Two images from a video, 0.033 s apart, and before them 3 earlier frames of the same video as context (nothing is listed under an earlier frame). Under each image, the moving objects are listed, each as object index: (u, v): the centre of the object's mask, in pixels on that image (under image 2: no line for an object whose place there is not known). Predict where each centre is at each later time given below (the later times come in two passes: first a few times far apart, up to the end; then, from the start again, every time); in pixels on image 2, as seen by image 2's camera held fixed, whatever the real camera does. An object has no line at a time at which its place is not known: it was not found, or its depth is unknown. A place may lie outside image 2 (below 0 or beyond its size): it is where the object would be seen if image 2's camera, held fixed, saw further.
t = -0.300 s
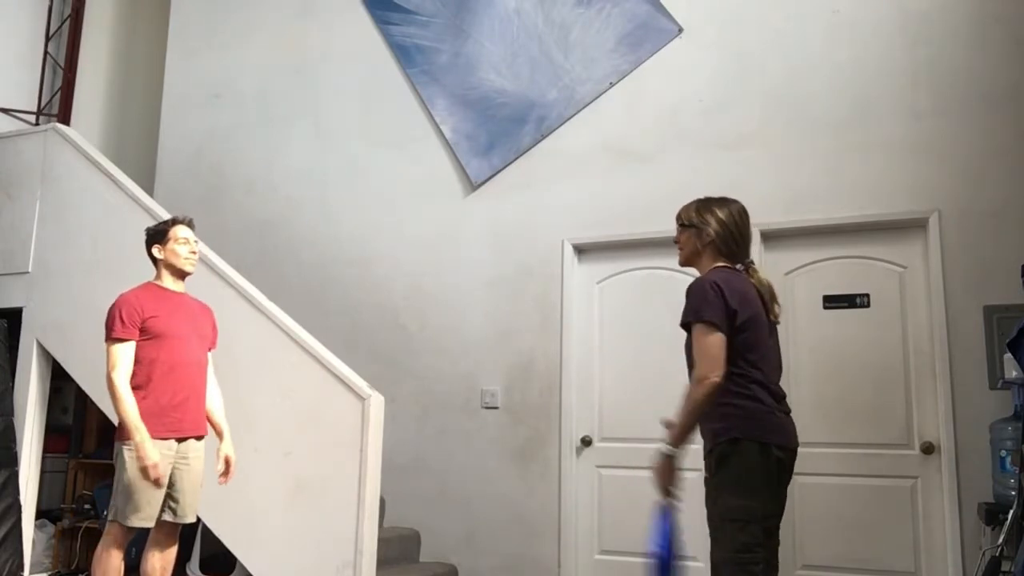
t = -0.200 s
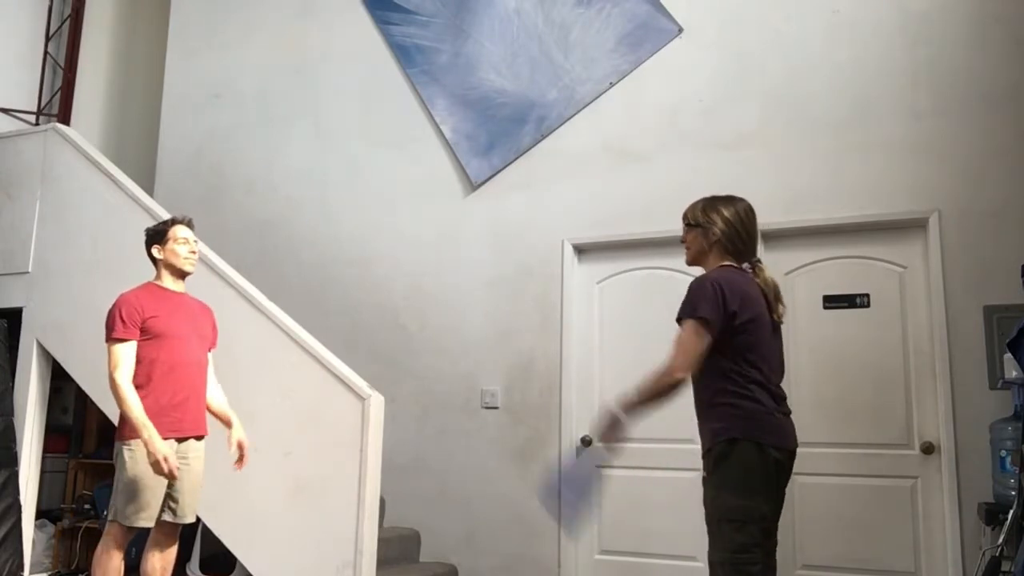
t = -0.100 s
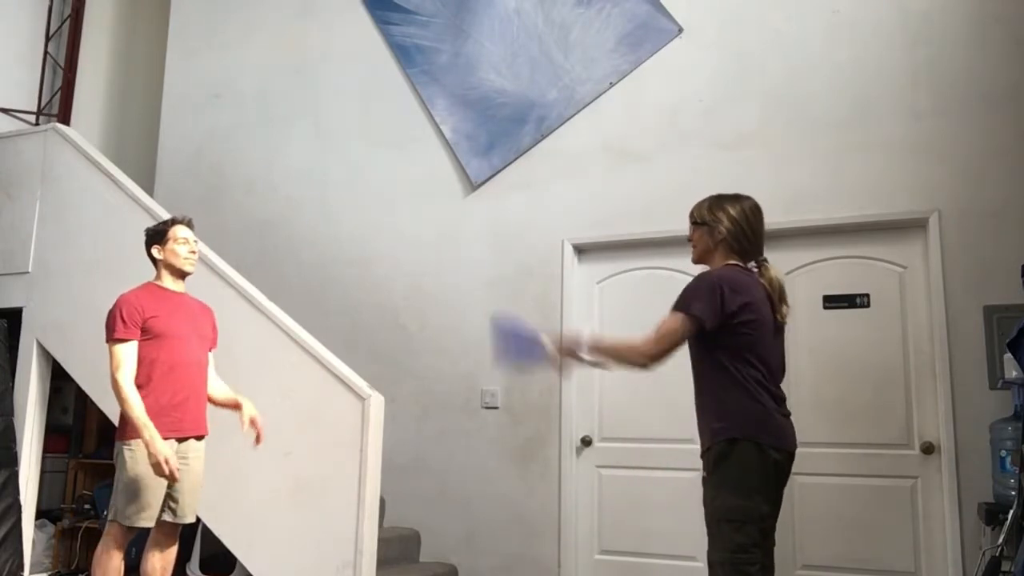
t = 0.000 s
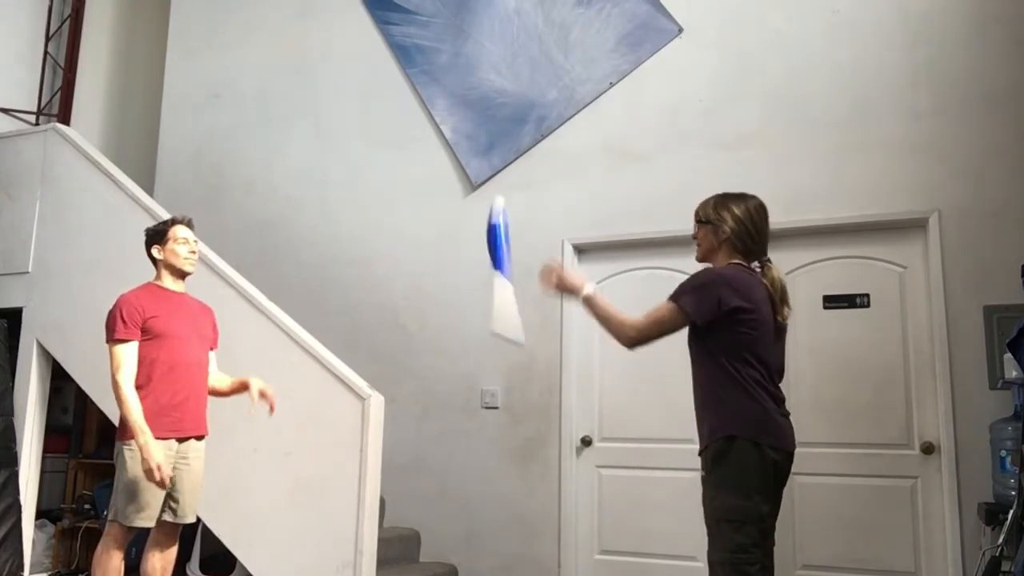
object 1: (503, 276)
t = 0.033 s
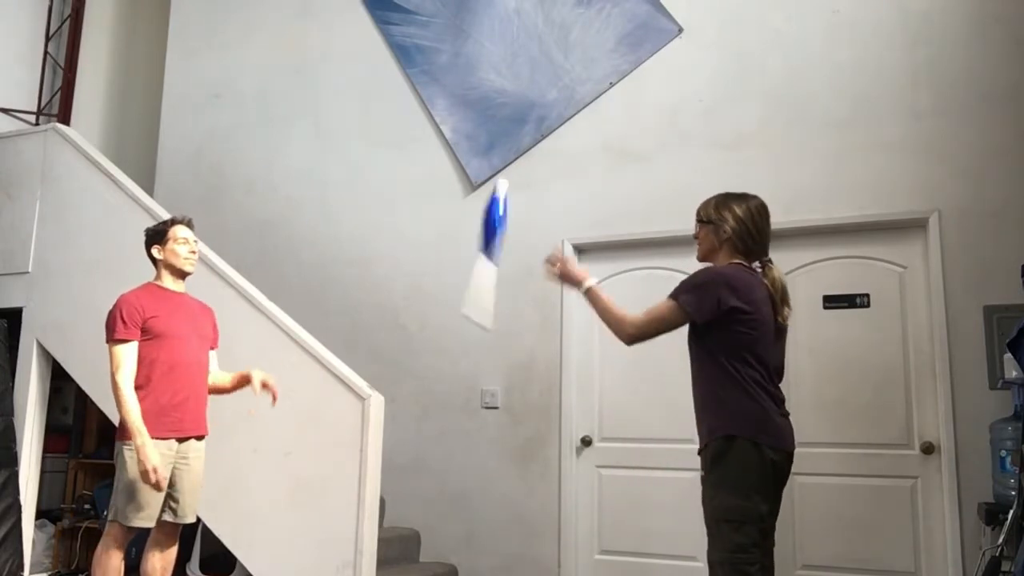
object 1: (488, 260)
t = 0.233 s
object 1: (433, 196)
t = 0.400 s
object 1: (391, 225)
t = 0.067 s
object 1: (472, 243)
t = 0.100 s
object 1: (460, 226)
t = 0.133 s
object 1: (451, 212)
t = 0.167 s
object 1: (443, 202)
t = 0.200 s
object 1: (440, 196)
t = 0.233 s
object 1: (433, 196)
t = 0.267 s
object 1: (424, 201)
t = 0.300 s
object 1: (414, 207)
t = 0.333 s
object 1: (404, 214)
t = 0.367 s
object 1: (397, 219)
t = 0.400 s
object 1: (391, 225)
